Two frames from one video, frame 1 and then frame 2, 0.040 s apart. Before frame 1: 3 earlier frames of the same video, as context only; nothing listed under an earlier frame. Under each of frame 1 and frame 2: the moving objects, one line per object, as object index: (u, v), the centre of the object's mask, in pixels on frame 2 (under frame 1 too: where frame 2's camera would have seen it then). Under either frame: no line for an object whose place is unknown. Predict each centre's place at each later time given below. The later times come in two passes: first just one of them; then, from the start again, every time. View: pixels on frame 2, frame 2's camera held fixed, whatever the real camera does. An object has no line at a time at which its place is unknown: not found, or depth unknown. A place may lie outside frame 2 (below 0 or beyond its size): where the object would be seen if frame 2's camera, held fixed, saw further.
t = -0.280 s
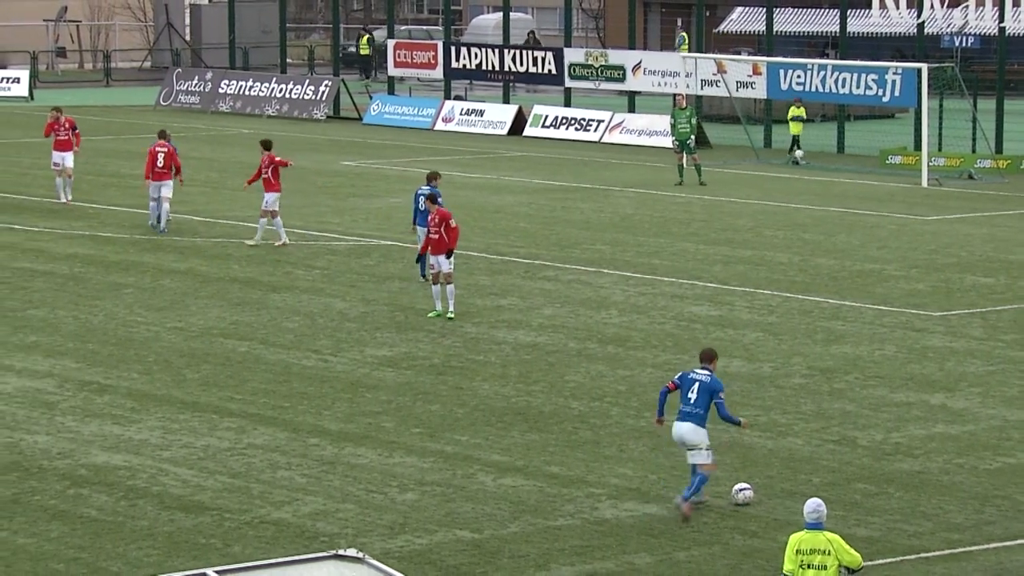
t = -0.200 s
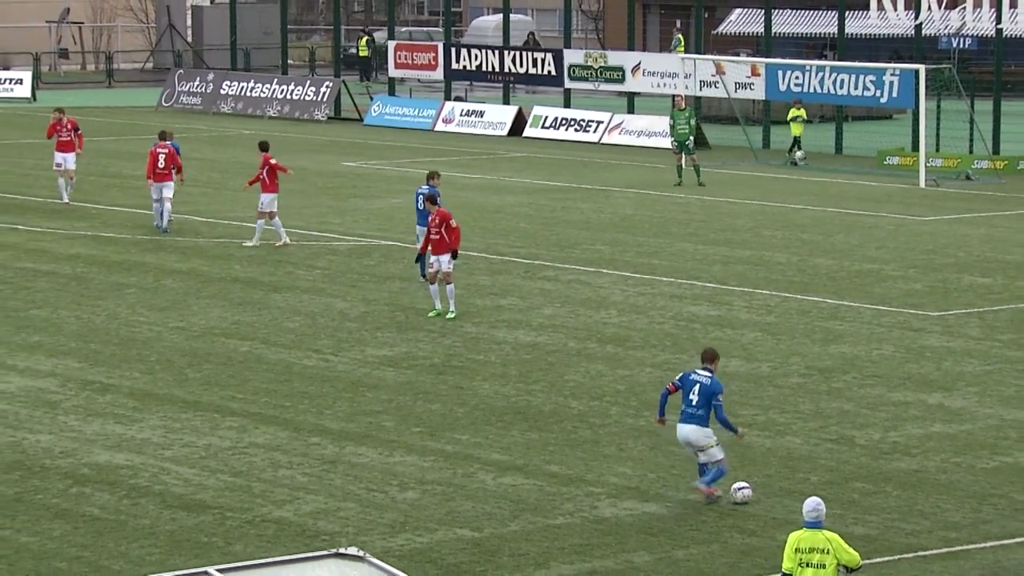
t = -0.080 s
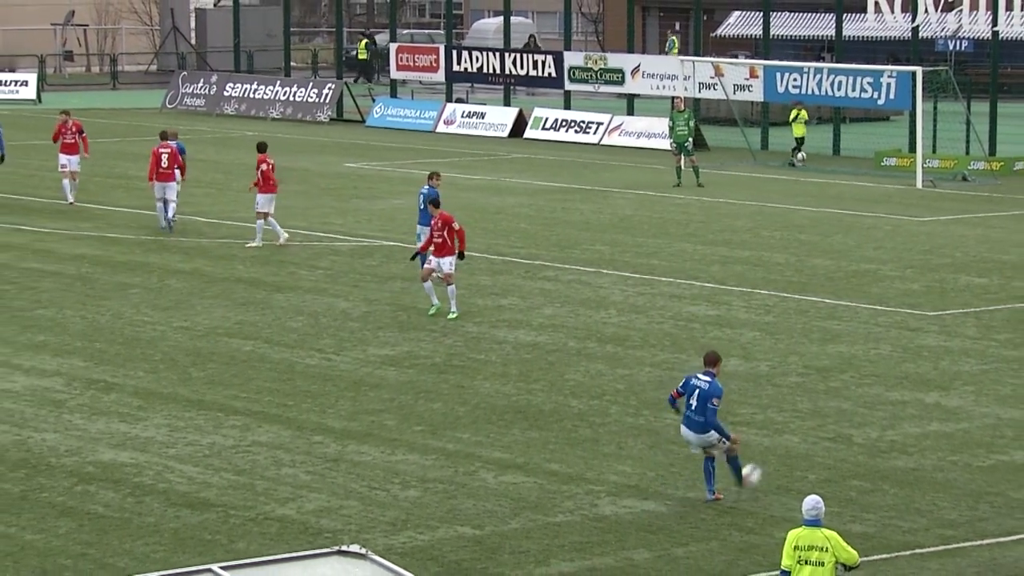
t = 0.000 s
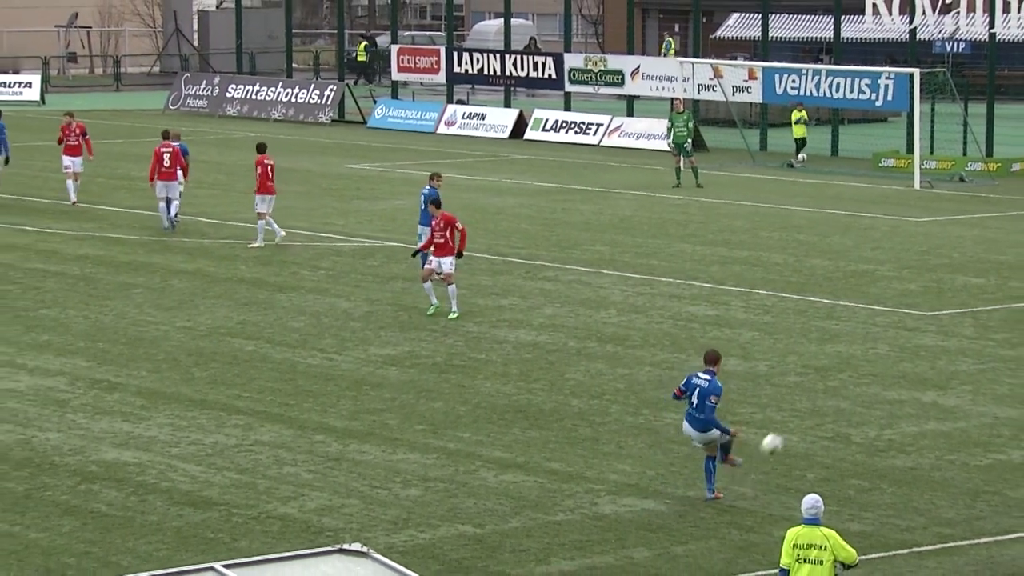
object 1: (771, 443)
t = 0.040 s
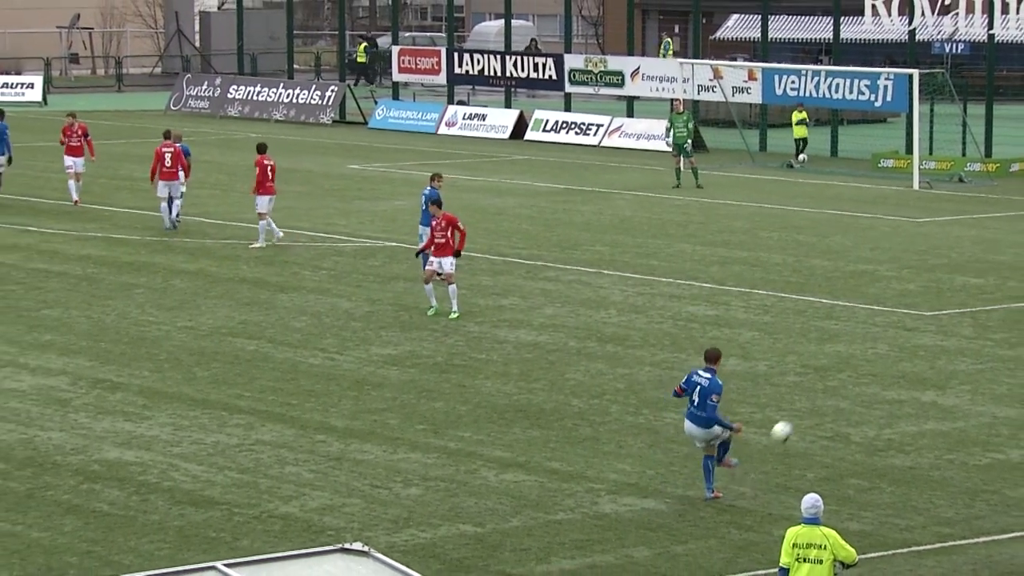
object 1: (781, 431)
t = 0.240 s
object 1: (818, 397)
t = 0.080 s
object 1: (792, 421)
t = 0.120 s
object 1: (800, 412)
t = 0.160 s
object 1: (808, 405)
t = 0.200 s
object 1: (814, 400)
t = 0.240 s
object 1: (818, 397)
